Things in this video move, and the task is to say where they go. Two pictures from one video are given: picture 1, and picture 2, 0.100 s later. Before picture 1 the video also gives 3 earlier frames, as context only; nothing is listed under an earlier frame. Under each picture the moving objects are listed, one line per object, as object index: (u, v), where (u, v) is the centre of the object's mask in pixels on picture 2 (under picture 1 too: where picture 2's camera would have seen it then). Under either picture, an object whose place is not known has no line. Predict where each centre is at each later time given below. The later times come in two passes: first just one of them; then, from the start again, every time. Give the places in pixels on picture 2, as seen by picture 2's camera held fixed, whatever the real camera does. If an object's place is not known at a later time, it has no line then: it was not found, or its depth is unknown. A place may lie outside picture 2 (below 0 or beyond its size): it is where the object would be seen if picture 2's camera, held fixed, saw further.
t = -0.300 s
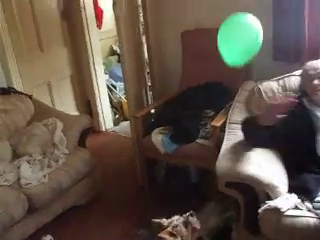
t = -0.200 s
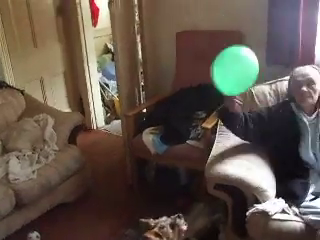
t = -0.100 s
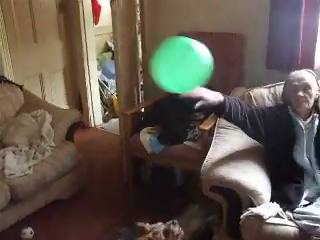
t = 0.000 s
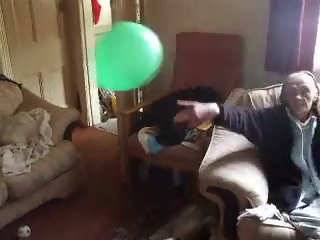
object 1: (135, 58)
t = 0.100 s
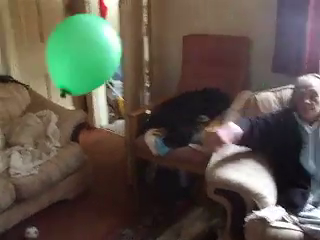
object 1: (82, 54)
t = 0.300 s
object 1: (30, 57)
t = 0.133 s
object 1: (68, 53)
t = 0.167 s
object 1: (56, 52)
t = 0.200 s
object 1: (45, 53)
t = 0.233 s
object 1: (37, 53)
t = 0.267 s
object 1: (33, 54)
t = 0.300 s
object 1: (30, 57)
